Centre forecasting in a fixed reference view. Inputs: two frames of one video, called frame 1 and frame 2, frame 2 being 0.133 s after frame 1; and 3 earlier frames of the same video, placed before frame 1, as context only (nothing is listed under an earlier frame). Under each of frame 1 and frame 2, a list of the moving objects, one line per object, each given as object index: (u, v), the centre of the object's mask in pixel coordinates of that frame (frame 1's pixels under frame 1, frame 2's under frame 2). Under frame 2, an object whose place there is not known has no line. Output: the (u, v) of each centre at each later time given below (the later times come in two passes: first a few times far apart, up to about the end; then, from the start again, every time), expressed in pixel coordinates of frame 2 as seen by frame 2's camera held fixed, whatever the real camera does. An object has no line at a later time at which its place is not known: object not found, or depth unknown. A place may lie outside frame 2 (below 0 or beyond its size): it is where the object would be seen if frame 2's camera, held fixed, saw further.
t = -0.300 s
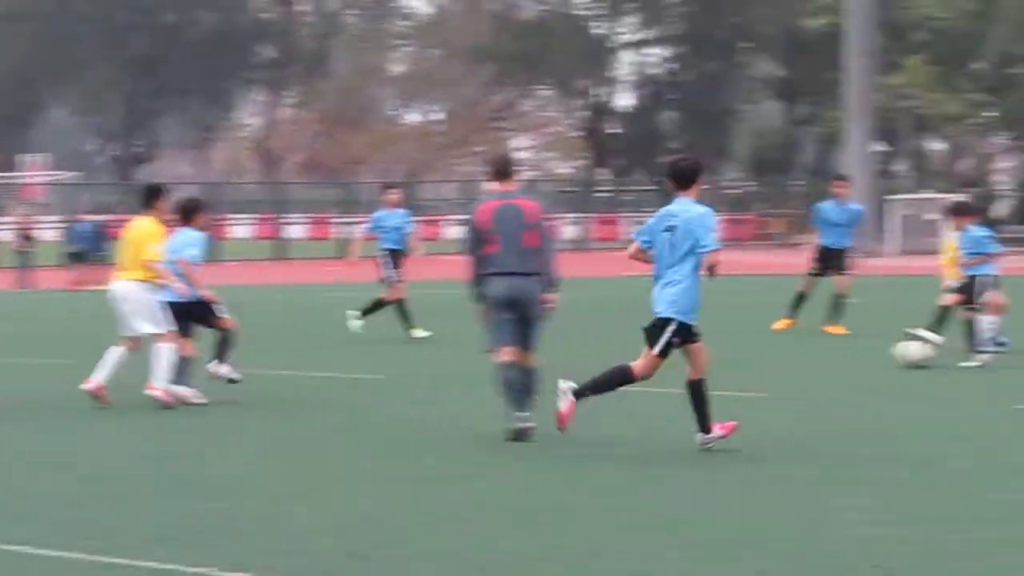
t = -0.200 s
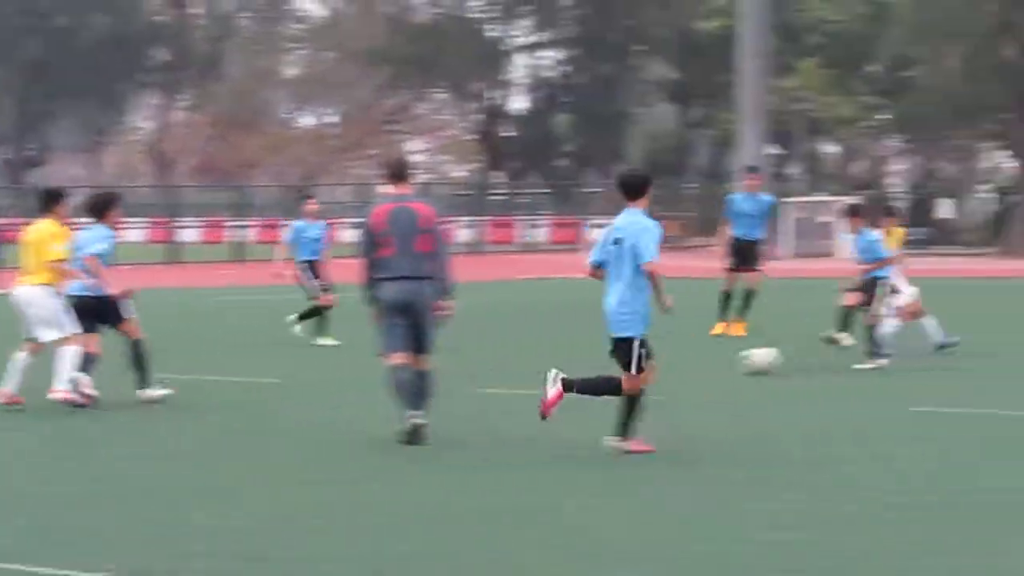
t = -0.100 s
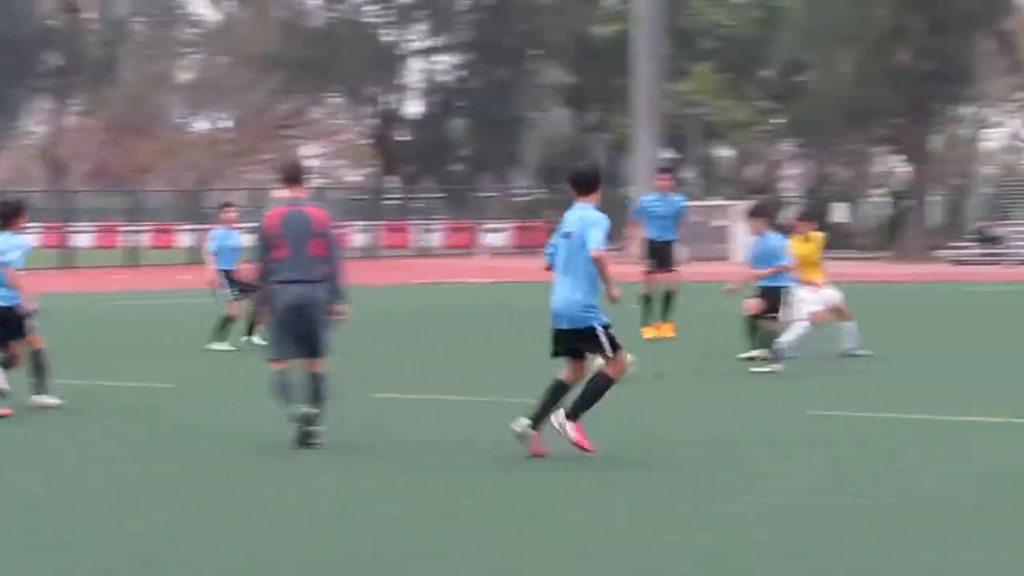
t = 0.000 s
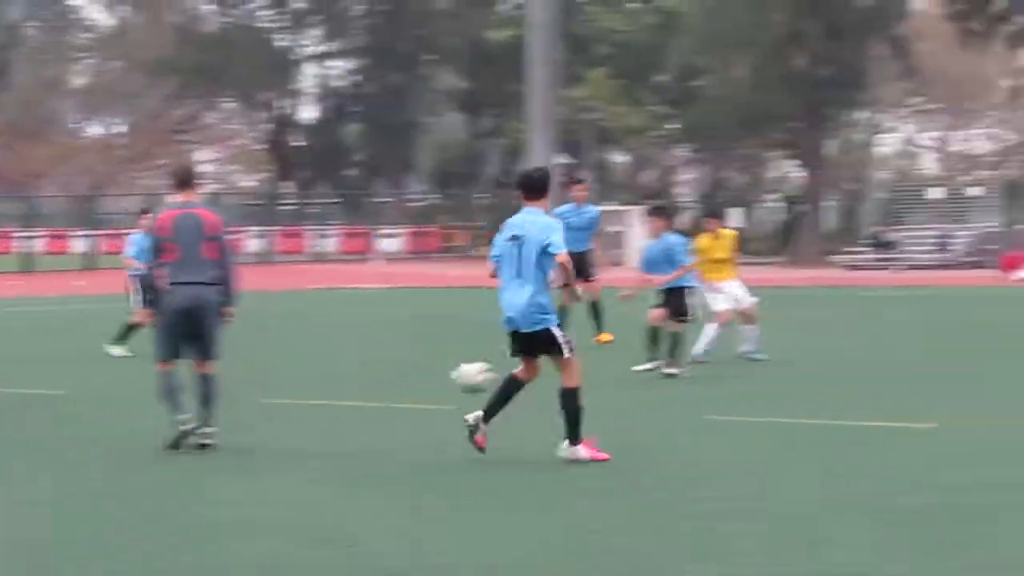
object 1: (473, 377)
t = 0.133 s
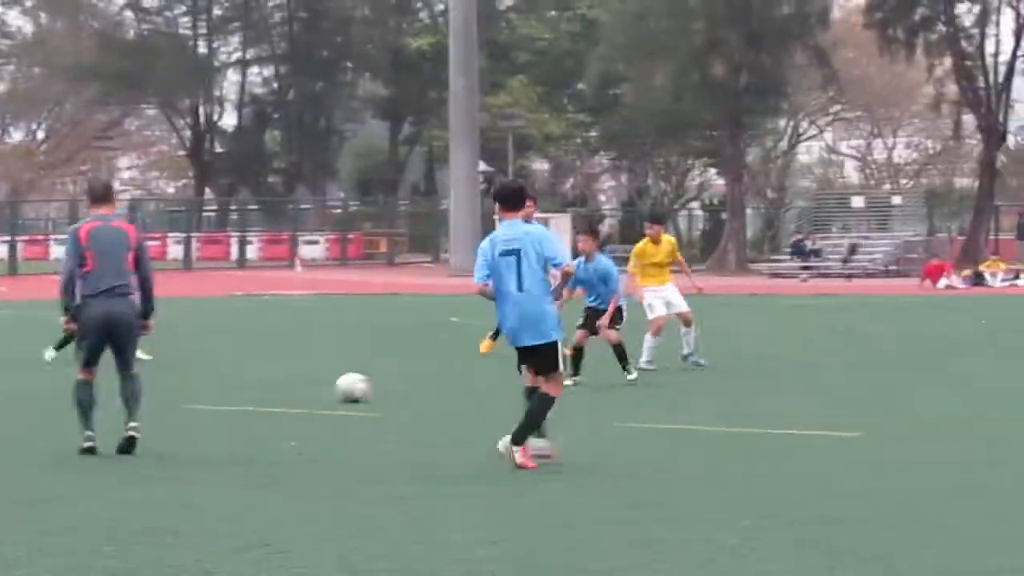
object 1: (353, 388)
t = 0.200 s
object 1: (335, 387)
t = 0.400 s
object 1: (274, 394)
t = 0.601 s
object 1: (214, 404)
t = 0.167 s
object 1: (344, 387)
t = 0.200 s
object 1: (335, 387)
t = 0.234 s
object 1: (325, 388)
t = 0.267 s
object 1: (315, 392)
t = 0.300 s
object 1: (306, 392)
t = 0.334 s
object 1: (297, 392)
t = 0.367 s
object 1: (286, 391)
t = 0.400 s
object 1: (274, 394)
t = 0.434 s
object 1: (265, 399)
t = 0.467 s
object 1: (255, 398)
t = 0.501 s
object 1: (245, 397)
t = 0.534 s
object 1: (234, 398)
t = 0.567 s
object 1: (224, 401)
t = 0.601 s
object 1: (214, 404)
